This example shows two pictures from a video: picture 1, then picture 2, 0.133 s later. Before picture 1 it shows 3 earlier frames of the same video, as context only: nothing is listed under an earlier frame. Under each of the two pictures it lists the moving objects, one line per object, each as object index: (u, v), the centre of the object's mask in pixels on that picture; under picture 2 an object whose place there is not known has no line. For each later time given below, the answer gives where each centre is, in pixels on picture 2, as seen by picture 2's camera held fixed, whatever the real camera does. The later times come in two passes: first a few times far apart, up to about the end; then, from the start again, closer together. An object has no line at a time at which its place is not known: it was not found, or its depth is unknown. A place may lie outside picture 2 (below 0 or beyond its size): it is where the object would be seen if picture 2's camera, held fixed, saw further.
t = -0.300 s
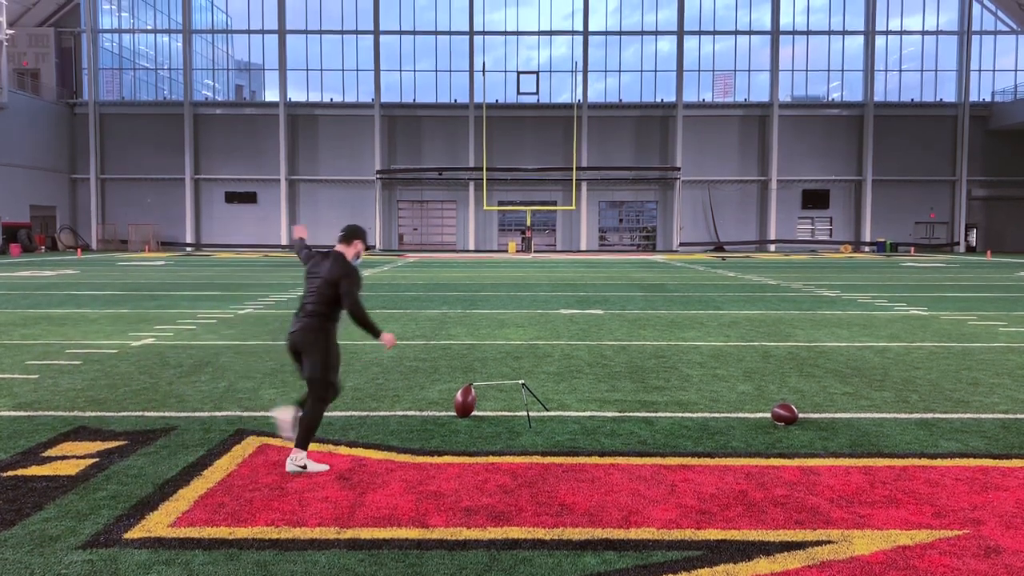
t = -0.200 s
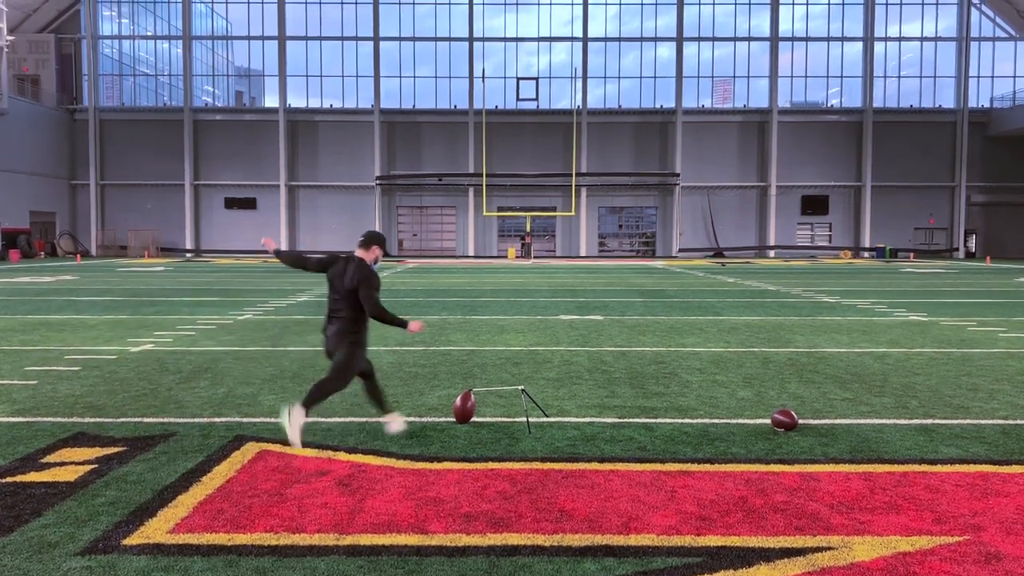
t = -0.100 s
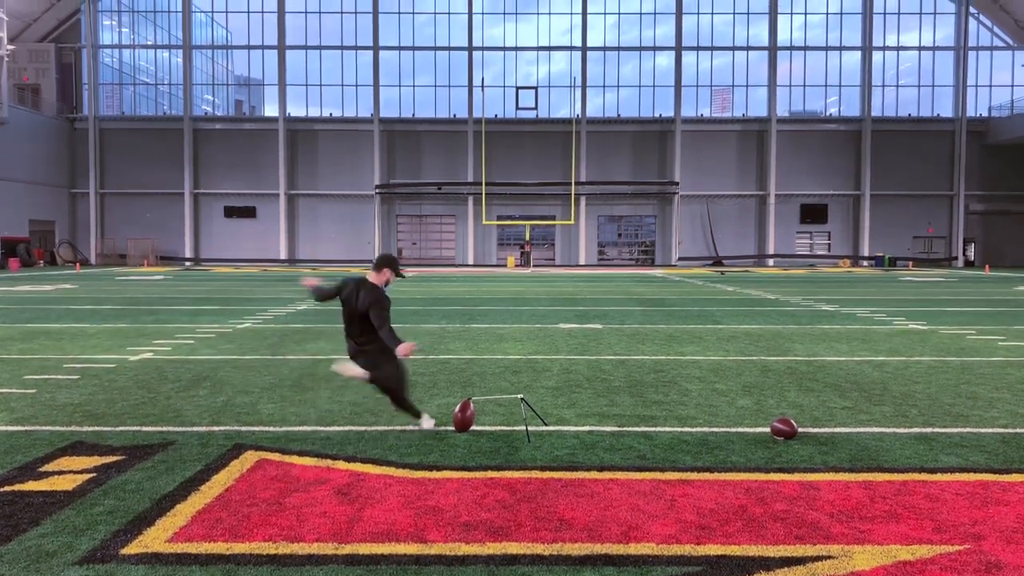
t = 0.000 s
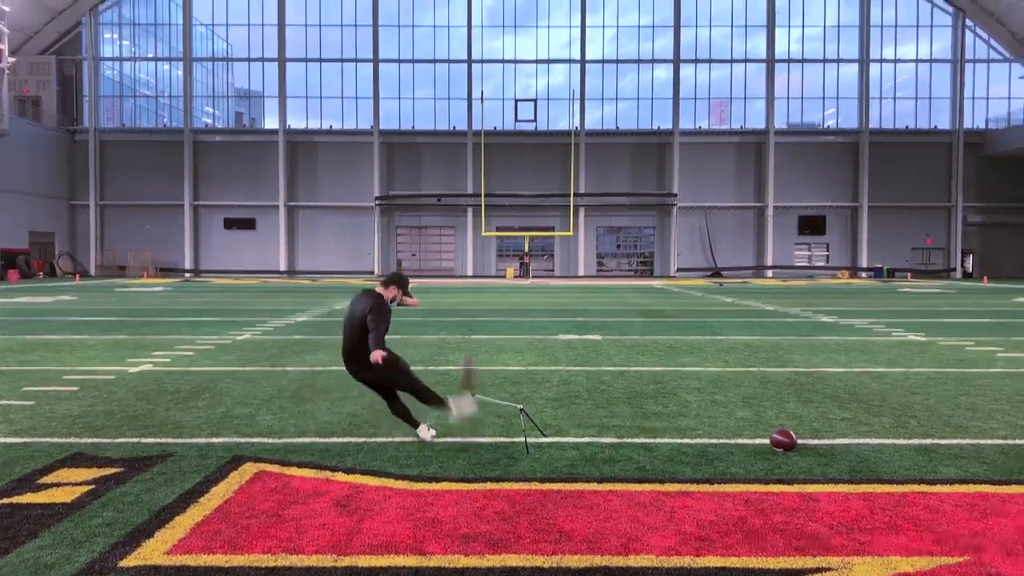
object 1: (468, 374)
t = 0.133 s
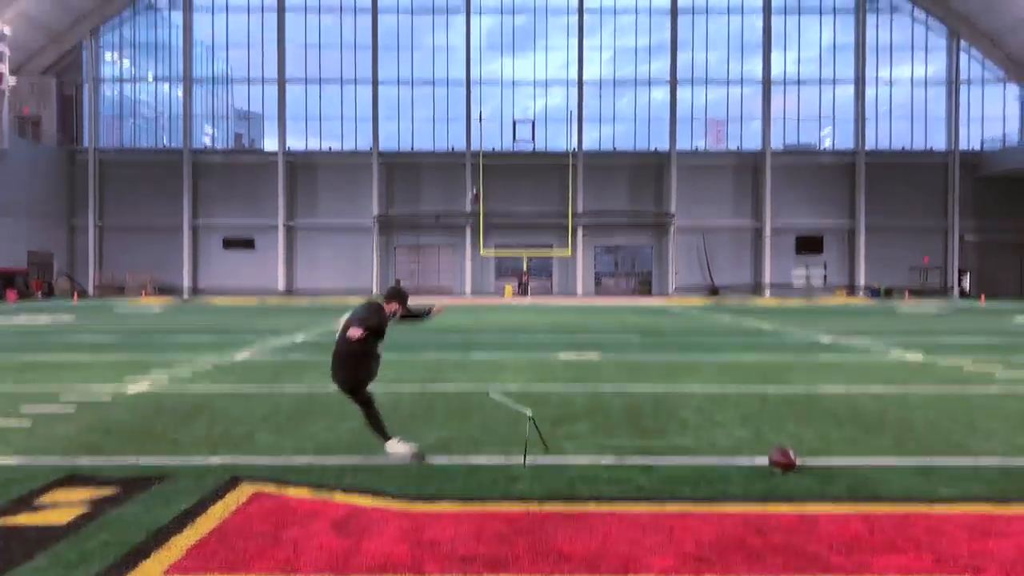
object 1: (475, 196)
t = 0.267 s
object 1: (483, 98)
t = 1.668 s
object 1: (516, -6)
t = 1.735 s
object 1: (517, 0)
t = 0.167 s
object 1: (478, 165)
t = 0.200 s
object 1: (480, 139)
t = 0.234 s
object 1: (482, 119)
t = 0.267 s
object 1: (483, 98)
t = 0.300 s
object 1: (485, 81)
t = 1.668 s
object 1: (516, -6)
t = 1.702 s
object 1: (516, -3)
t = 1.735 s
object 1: (517, 0)
